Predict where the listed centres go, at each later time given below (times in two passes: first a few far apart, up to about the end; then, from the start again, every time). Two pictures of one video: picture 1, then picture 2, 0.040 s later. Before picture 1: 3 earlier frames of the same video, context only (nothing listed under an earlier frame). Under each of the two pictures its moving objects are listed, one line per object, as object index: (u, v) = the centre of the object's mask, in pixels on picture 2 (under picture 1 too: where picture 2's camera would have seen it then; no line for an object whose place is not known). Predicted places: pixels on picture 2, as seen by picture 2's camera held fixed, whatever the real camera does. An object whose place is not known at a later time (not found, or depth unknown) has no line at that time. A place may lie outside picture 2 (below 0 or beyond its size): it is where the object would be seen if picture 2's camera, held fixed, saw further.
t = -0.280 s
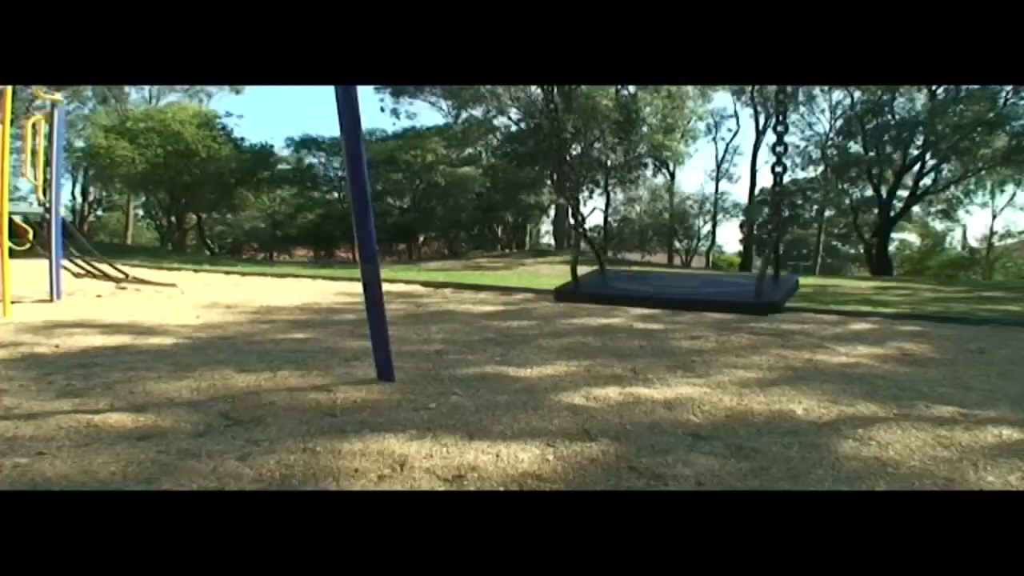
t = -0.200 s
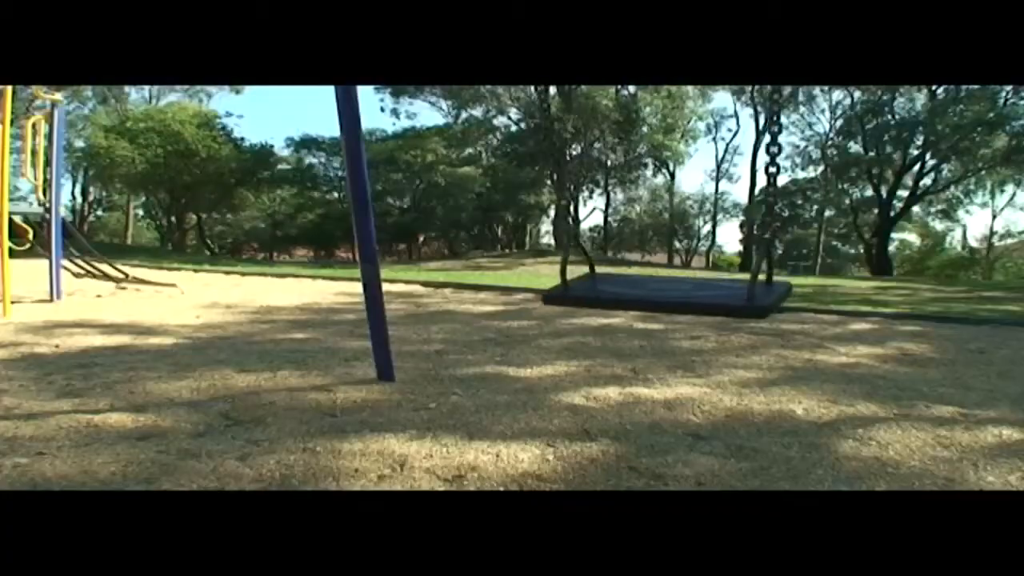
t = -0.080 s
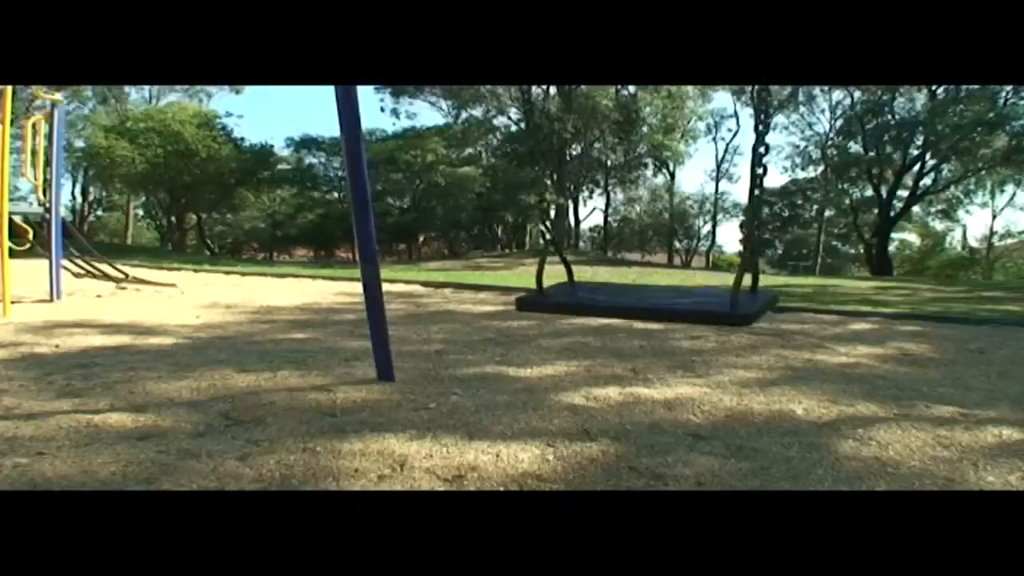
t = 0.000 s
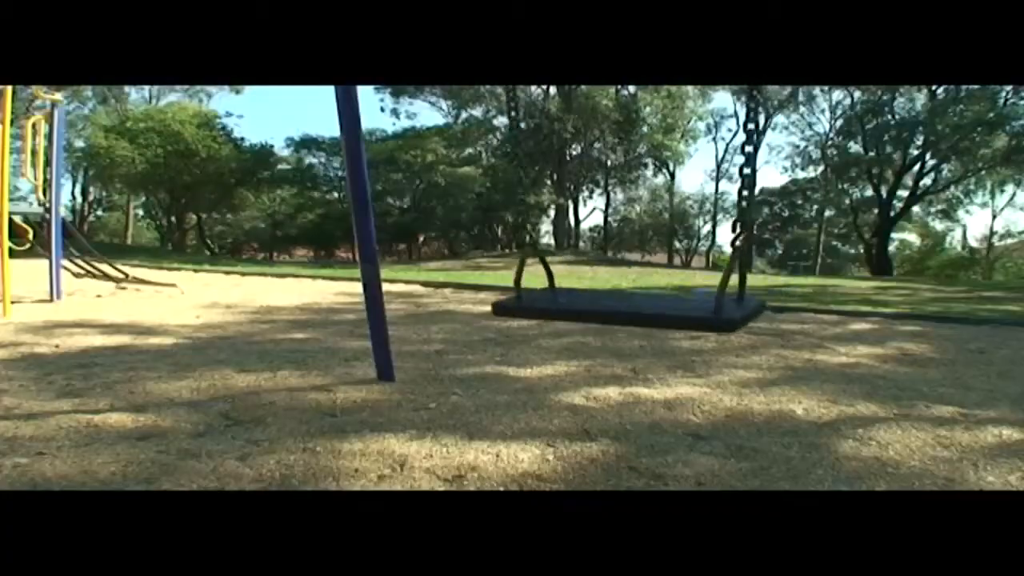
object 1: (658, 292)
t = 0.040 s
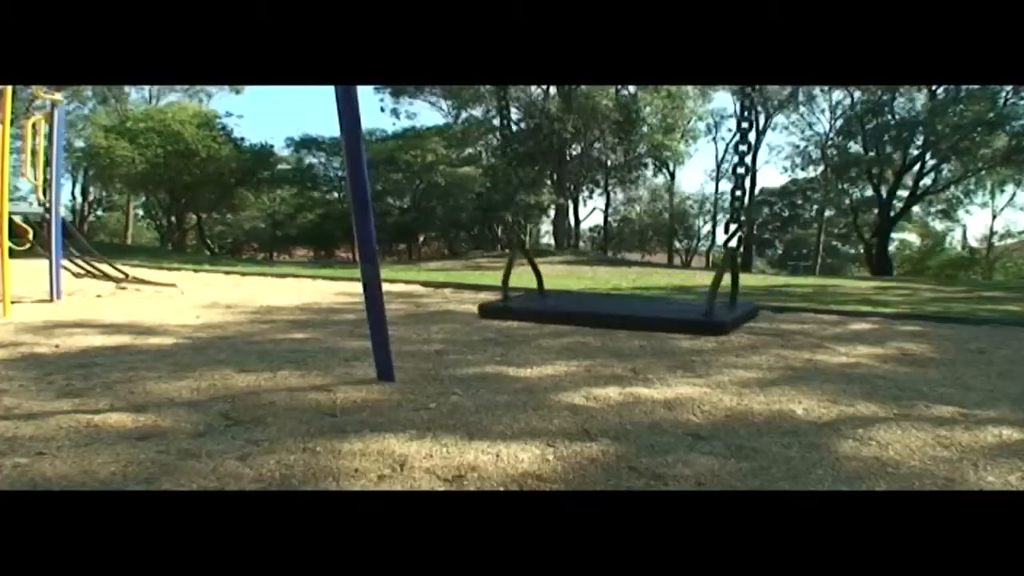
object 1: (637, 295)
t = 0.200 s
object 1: (593, 308)
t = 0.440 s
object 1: (511, 322)
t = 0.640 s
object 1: (405, 317)
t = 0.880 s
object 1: (363, 306)
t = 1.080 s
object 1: (410, 316)
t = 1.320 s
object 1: (524, 329)
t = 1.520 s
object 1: (569, 317)
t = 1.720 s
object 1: (623, 301)
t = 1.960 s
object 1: (684, 284)
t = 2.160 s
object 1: (698, 274)
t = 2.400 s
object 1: (683, 278)
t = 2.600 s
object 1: (643, 289)
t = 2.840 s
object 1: (582, 309)
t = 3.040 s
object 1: (524, 320)
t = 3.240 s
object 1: (444, 322)
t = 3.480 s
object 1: (398, 314)
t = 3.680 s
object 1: (411, 317)
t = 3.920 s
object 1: (505, 328)
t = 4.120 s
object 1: (558, 320)
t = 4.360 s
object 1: (610, 299)
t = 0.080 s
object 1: (627, 294)
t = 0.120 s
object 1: (598, 300)
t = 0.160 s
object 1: (614, 306)
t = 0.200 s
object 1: (593, 308)
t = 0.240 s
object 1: (563, 310)
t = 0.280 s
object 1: (552, 313)
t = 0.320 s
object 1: (535, 314)
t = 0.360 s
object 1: (537, 318)
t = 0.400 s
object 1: (536, 322)
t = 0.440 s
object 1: (511, 322)
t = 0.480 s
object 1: (511, 324)
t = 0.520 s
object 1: (466, 322)
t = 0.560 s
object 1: (440, 319)
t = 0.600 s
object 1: (403, 317)
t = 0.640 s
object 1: (405, 317)
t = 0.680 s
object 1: (422, 318)
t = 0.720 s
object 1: (414, 315)
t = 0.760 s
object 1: (415, 313)
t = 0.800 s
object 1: (359, 308)
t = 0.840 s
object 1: (391, 308)
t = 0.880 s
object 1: (363, 306)
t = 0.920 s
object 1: (368, 306)
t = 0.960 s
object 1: (368, 306)
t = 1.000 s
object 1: (400, 310)
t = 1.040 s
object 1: (408, 313)
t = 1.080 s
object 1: (410, 316)
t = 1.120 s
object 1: (420, 319)
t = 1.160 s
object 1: (430, 322)
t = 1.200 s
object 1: (443, 323)
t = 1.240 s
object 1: (456, 324)
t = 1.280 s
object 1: (480, 326)
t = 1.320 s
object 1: (524, 329)
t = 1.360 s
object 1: (523, 326)
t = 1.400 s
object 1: (541, 329)
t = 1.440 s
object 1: (551, 327)
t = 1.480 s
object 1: (563, 320)
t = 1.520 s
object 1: (569, 317)
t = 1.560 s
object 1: (579, 314)
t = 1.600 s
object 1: (595, 312)
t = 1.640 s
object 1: (601, 308)
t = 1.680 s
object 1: (615, 306)
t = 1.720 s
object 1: (623, 301)
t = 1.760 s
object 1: (627, 295)
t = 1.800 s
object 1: (656, 298)
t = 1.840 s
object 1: (663, 294)
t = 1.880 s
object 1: (679, 290)
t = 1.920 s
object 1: (683, 288)
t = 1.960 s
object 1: (684, 284)
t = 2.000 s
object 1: (693, 282)
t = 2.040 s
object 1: (695, 280)
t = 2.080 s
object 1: (696, 277)
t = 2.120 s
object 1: (685, 274)
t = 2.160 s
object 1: (698, 274)
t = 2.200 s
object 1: (698, 274)
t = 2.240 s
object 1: (697, 274)
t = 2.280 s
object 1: (697, 274)
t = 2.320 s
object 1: (692, 275)
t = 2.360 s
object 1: (690, 275)
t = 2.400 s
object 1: (683, 278)
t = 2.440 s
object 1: (682, 280)
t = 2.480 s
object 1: (669, 281)
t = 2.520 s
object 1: (667, 284)
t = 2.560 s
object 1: (665, 287)
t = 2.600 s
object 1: (643, 289)
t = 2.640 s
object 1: (646, 294)
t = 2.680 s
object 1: (626, 294)
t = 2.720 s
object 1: (606, 294)
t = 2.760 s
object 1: (610, 303)
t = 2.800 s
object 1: (610, 307)
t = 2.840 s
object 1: (582, 309)
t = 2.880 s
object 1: (556, 310)
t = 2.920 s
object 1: (562, 314)
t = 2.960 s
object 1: (550, 316)
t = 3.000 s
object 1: (538, 318)
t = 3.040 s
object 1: (524, 320)
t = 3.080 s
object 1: (524, 322)
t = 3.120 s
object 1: (522, 326)
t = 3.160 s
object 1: (470, 323)
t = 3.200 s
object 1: (481, 325)
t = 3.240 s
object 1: (444, 322)
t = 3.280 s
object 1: (426, 321)
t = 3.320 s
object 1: (438, 321)
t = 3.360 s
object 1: (430, 319)
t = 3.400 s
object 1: (424, 317)
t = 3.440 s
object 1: (399, 314)
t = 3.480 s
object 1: (398, 314)
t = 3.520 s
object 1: (397, 313)
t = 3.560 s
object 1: (398, 313)
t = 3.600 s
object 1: (403, 314)
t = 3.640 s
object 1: (431, 316)
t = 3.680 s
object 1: (411, 317)
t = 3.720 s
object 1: (452, 322)
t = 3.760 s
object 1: (465, 325)
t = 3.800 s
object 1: (450, 324)
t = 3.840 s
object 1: (459, 326)
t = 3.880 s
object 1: (482, 327)
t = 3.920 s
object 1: (505, 328)
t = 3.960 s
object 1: (536, 331)
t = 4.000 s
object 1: (552, 330)
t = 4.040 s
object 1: (566, 330)
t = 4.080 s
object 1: (541, 321)
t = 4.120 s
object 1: (558, 320)
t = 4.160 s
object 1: (569, 317)
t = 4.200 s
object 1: (580, 313)
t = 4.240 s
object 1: (618, 313)
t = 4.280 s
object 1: (614, 307)
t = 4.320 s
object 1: (610, 303)
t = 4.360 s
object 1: (610, 299)
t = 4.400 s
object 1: (623, 295)
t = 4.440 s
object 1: (649, 296)
